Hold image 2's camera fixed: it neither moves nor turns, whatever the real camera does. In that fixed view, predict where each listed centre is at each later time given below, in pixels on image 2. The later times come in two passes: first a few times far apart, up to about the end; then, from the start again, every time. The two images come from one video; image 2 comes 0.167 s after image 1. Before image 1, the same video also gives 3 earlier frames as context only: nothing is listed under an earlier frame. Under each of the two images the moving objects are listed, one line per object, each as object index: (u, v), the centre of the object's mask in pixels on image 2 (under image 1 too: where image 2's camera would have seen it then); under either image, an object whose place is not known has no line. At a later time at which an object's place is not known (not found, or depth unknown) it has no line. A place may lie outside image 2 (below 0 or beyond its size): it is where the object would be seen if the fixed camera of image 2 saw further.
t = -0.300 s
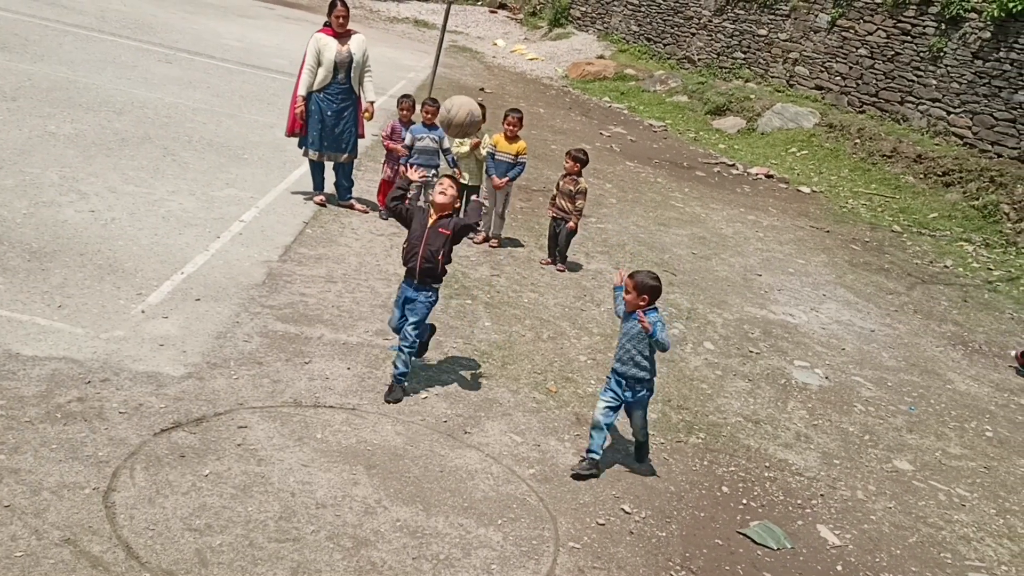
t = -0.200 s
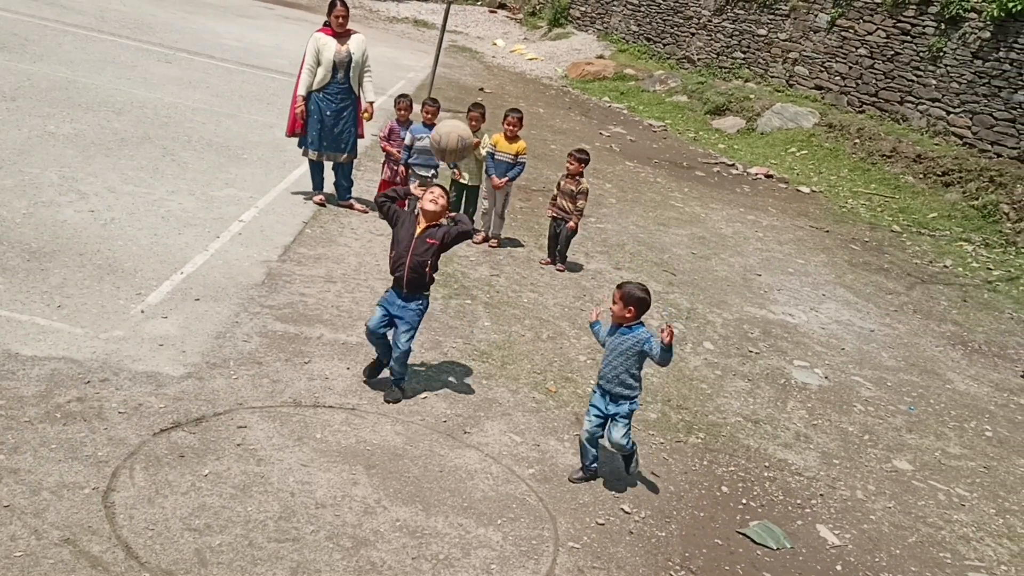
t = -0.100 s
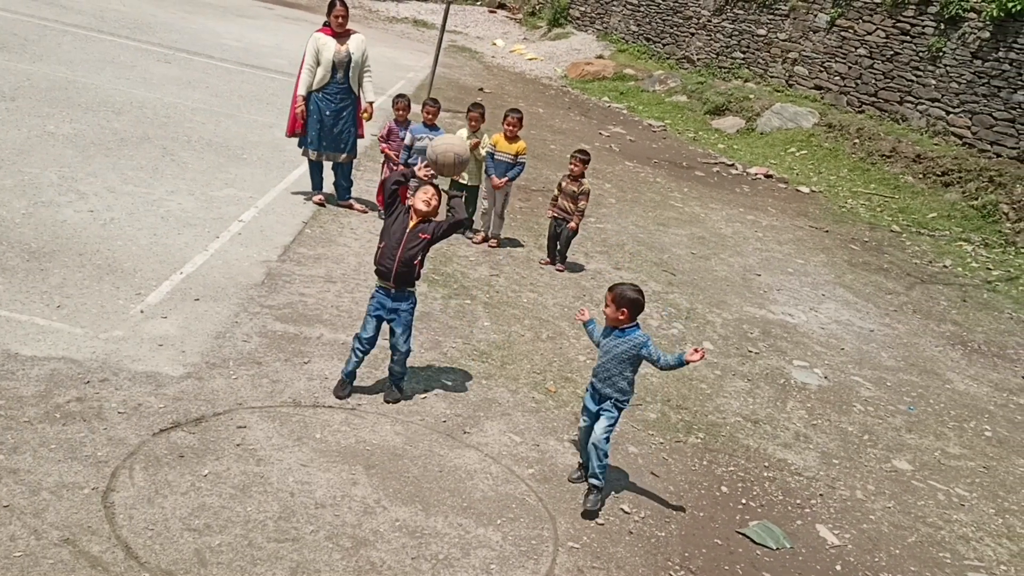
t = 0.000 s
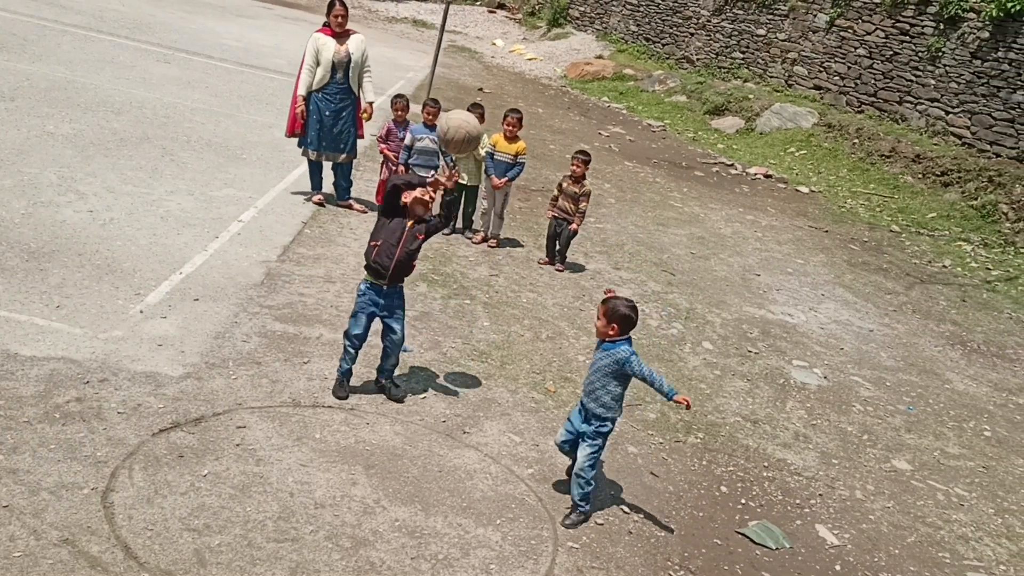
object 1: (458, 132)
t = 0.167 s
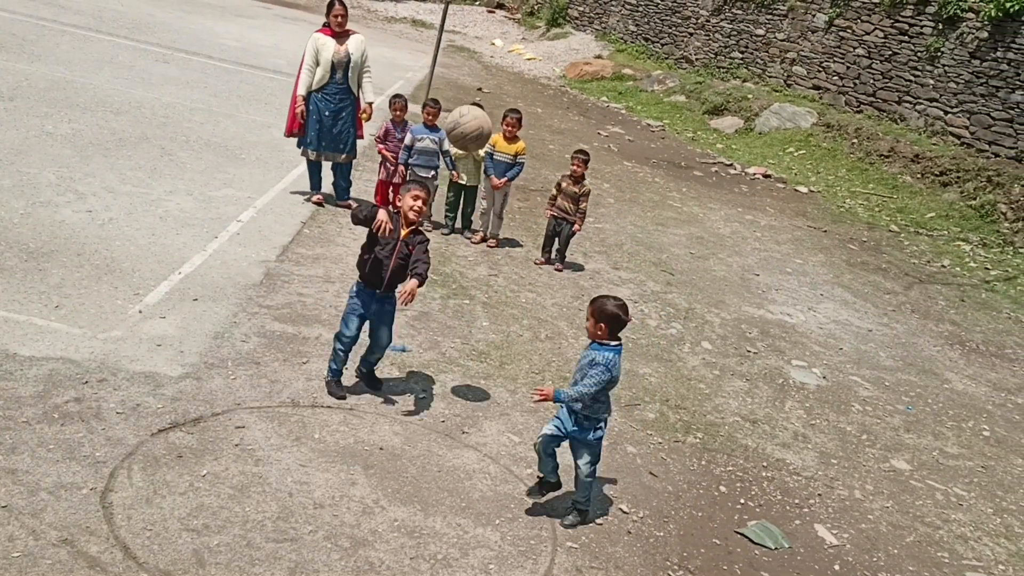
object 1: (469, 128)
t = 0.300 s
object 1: (469, 168)
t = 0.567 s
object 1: (449, 360)
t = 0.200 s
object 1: (469, 135)
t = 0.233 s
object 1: (470, 143)
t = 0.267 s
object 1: (470, 154)
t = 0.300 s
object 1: (469, 168)
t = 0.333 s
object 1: (469, 184)
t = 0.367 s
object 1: (467, 202)
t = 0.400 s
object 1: (465, 223)
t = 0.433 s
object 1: (463, 246)
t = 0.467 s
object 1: (460, 271)
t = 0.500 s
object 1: (457, 299)
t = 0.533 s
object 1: (453, 329)
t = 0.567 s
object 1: (449, 360)
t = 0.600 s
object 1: (445, 395)
